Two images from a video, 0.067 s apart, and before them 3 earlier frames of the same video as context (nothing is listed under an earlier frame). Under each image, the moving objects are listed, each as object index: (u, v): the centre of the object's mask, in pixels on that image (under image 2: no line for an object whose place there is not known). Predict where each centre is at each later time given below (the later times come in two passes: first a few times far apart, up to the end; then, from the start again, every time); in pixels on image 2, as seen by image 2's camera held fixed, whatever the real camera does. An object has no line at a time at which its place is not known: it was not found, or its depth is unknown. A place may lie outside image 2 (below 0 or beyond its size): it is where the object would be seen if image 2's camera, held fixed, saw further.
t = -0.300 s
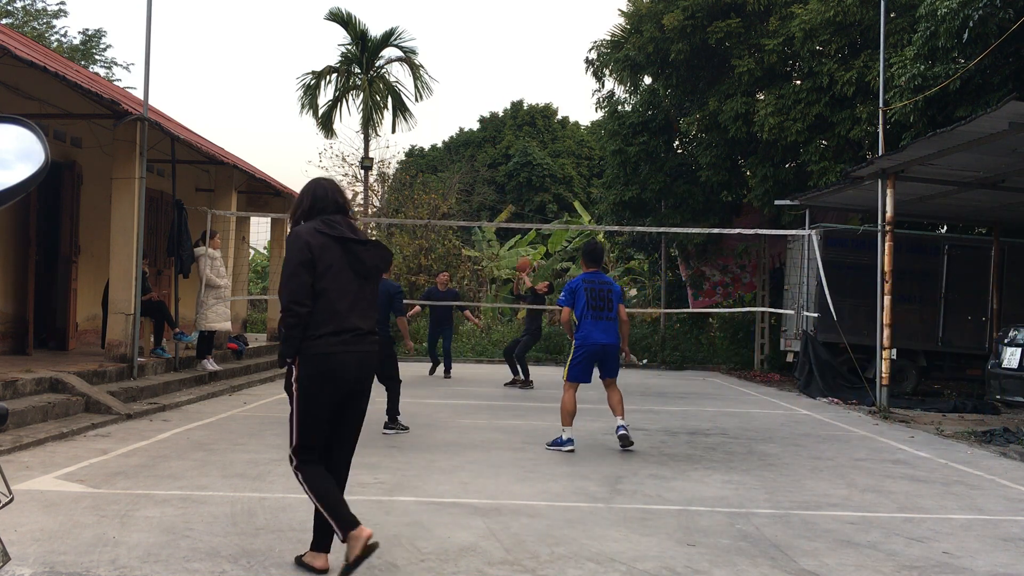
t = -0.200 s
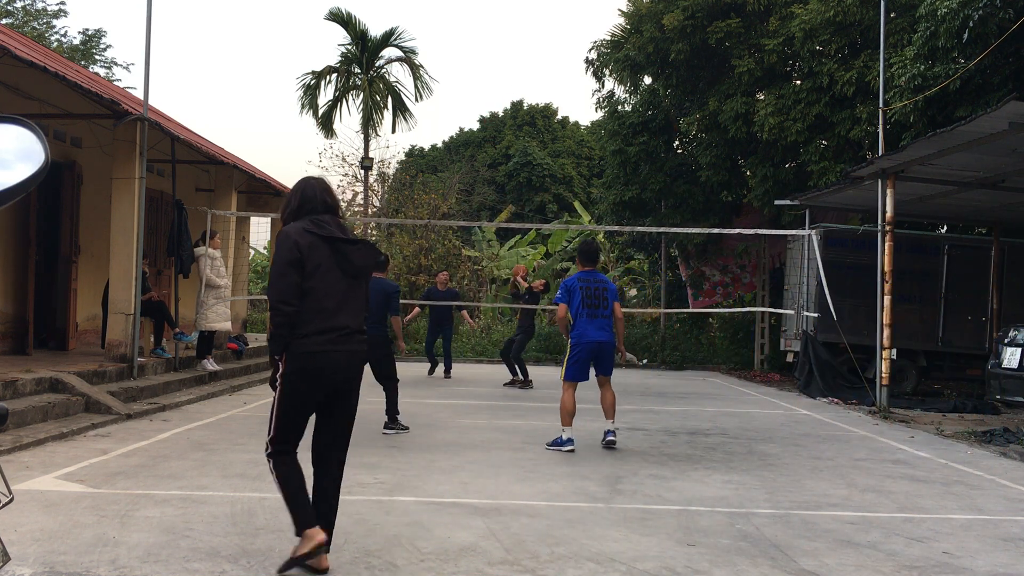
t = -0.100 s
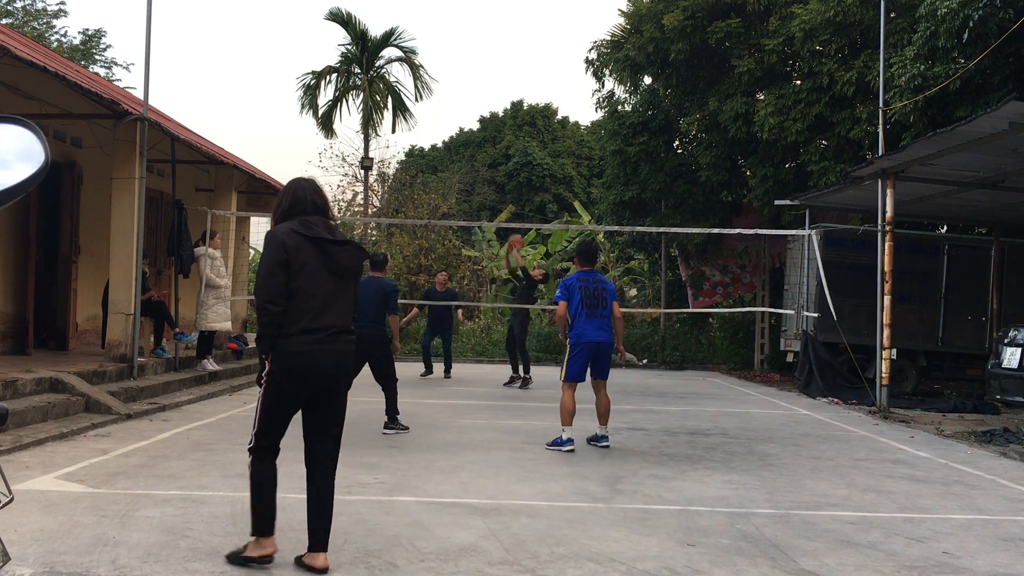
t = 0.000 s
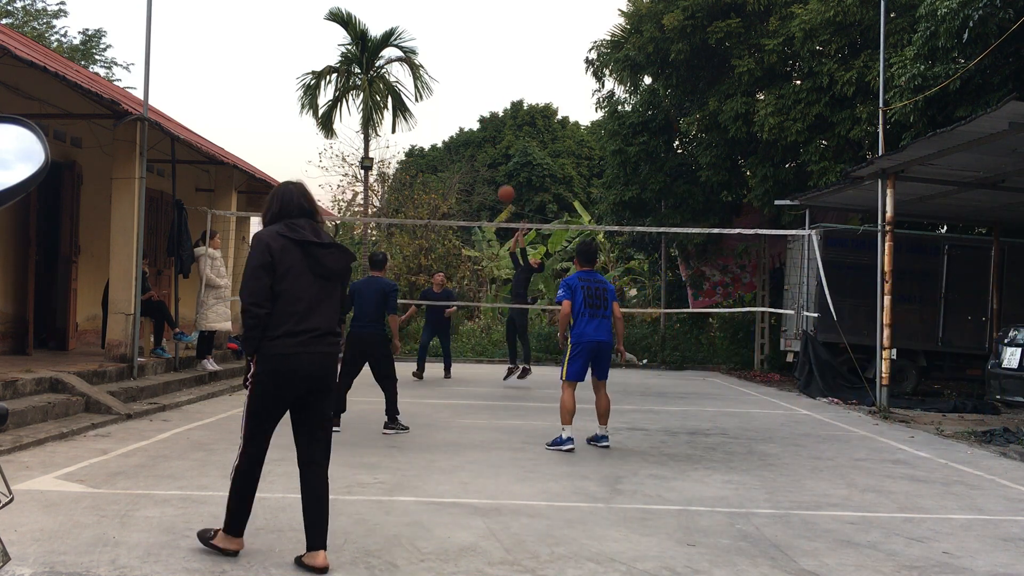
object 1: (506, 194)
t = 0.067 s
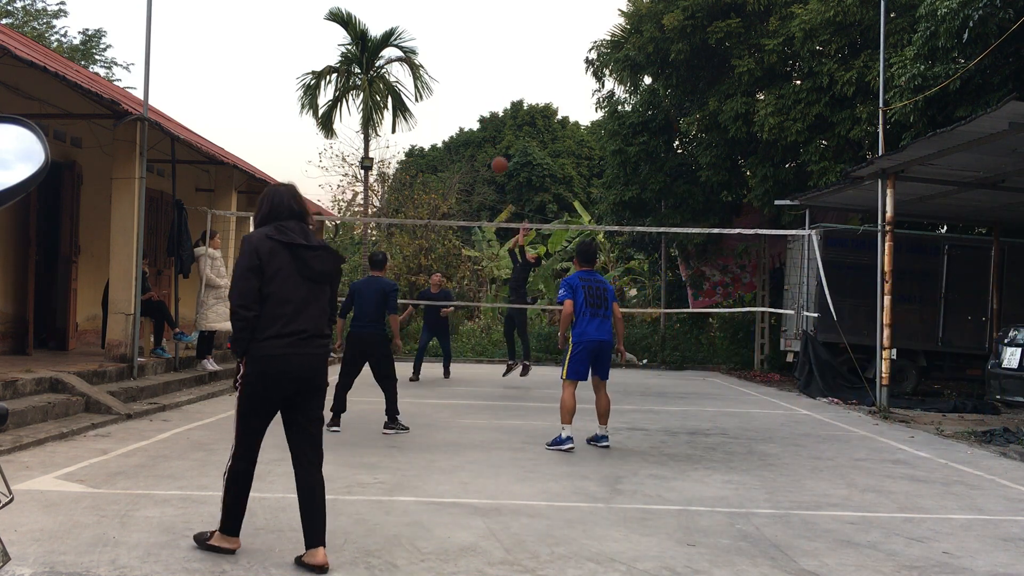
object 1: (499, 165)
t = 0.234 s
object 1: (484, 109)
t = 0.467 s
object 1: (461, 65)
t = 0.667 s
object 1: (442, 58)
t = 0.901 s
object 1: (419, 87)
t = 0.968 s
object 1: (412, 103)
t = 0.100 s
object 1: (496, 152)
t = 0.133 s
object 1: (493, 140)
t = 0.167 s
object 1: (490, 129)
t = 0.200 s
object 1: (487, 119)
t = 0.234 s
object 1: (484, 109)
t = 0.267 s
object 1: (481, 100)
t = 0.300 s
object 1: (477, 92)
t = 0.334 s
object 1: (474, 85)
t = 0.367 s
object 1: (471, 79)
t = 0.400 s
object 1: (468, 73)
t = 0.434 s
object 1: (464, 69)
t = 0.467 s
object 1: (461, 65)
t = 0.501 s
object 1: (458, 61)
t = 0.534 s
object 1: (455, 59)
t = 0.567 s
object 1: (452, 58)
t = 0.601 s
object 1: (448, 57)
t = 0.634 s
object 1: (445, 57)
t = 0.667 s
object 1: (442, 58)
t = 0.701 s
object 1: (439, 60)
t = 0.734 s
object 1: (436, 62)
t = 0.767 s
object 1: (432, 66)
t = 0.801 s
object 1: (429, 70)
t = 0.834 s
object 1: (426, 75)
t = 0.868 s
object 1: (423, 80)
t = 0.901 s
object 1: (419, 87)
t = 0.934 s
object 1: (416, 94)
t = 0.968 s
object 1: (412, 103)
